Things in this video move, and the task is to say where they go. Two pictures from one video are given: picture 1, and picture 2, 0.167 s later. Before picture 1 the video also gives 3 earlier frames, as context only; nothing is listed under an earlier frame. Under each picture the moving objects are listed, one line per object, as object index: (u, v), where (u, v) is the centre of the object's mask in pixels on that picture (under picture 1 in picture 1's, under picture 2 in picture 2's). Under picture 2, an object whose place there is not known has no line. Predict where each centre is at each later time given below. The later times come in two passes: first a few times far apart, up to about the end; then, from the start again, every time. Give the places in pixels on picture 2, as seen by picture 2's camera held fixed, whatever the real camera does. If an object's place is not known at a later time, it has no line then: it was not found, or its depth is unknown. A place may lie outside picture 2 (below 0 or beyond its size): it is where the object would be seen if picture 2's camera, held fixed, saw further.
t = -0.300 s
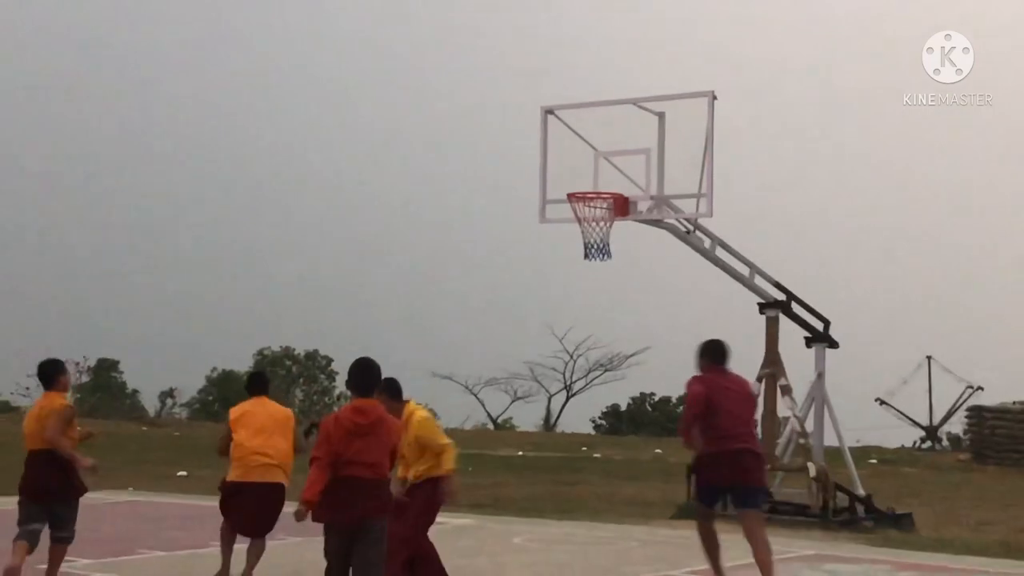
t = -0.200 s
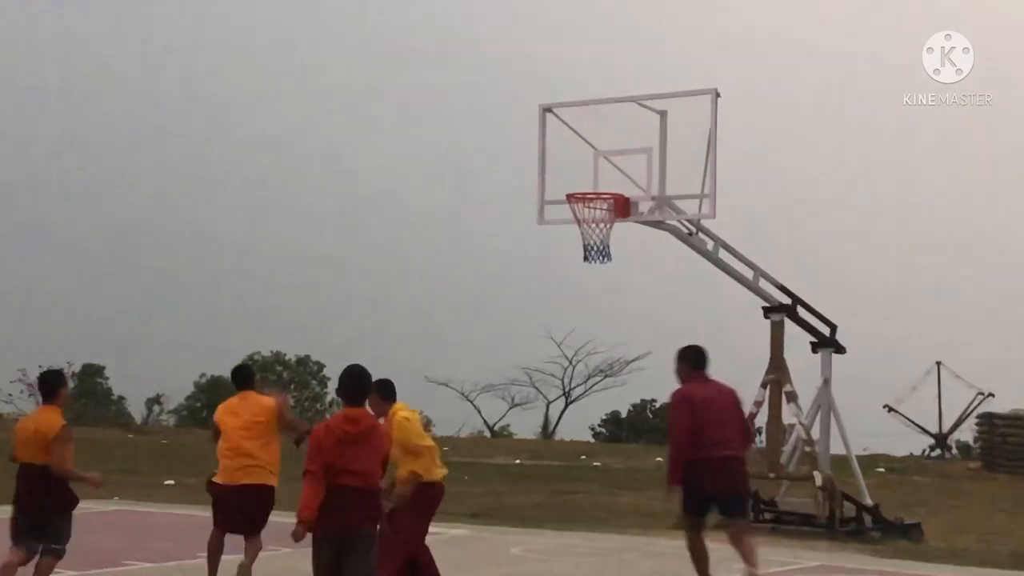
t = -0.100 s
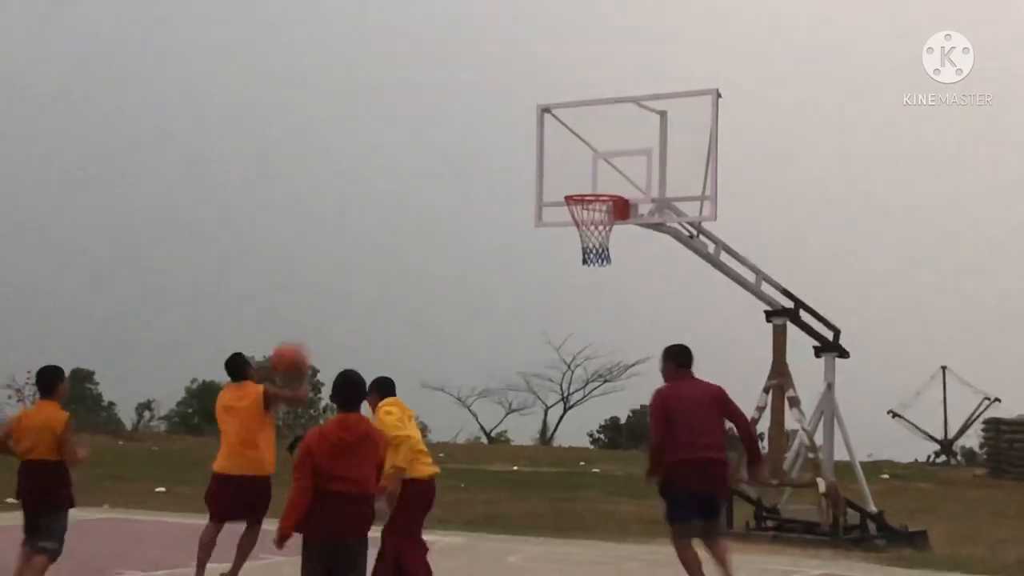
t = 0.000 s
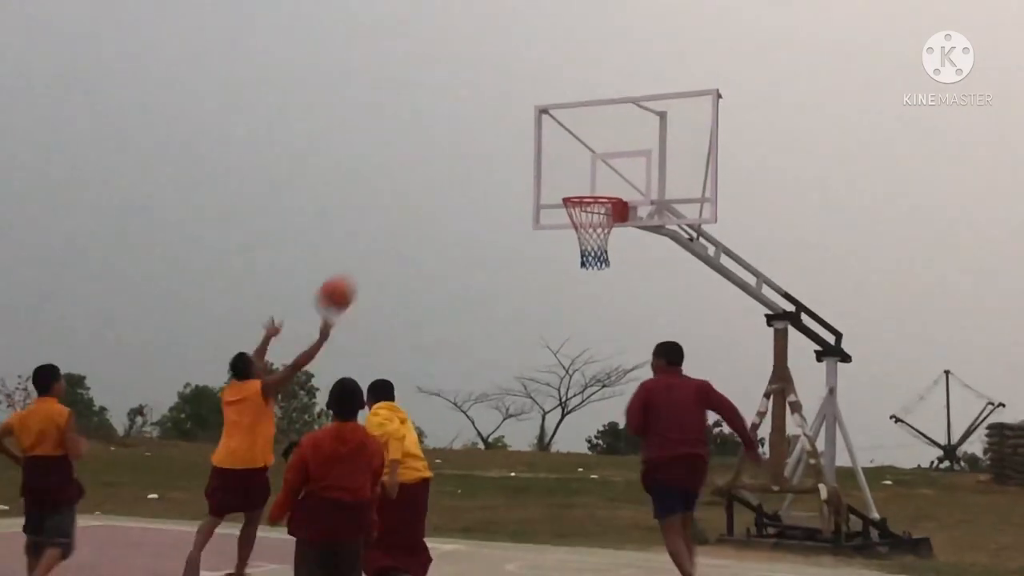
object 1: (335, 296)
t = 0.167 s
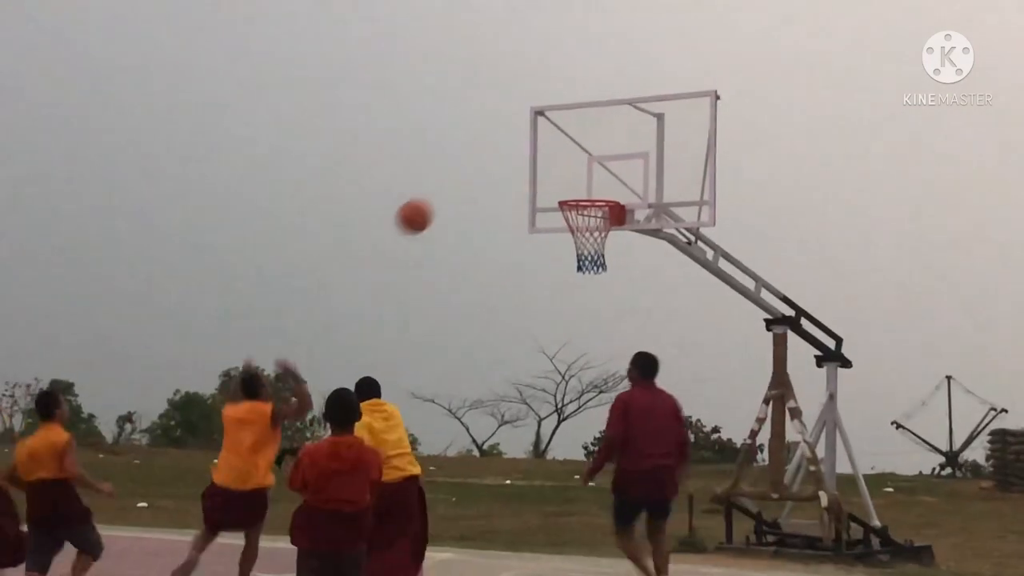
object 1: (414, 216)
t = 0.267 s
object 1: (460, 188)
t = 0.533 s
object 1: (572, 182)
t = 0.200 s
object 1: (429, 206)
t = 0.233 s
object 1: (445, 196)
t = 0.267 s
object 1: (460, 188)
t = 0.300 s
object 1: (475, 183)
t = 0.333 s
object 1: (490, 178)
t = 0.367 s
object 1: (504, 175)
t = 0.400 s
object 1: (517, 174)
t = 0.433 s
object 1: (532, 174)
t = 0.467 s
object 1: (545, 175)
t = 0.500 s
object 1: (558, 179)
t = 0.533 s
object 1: (572, 182)
